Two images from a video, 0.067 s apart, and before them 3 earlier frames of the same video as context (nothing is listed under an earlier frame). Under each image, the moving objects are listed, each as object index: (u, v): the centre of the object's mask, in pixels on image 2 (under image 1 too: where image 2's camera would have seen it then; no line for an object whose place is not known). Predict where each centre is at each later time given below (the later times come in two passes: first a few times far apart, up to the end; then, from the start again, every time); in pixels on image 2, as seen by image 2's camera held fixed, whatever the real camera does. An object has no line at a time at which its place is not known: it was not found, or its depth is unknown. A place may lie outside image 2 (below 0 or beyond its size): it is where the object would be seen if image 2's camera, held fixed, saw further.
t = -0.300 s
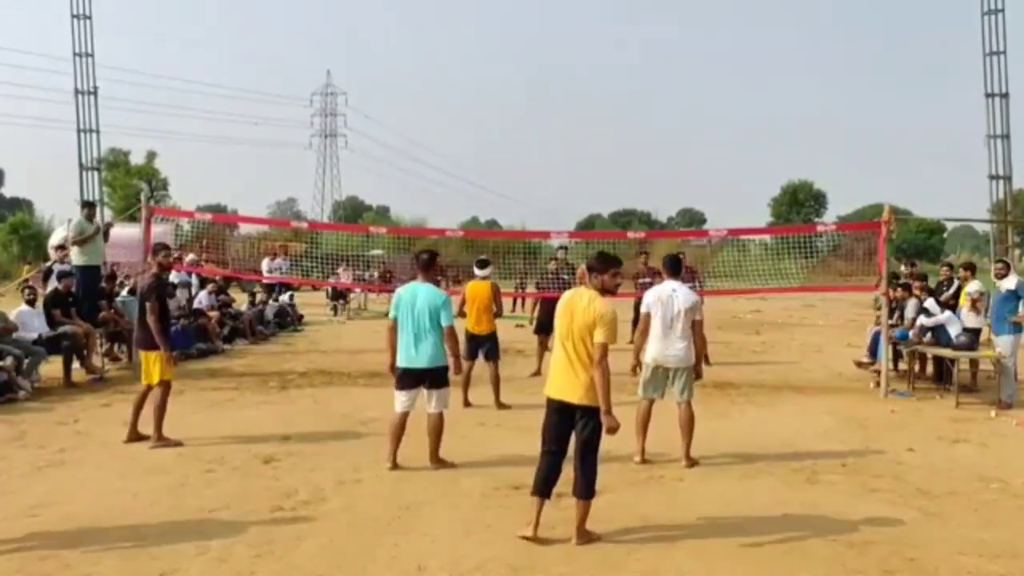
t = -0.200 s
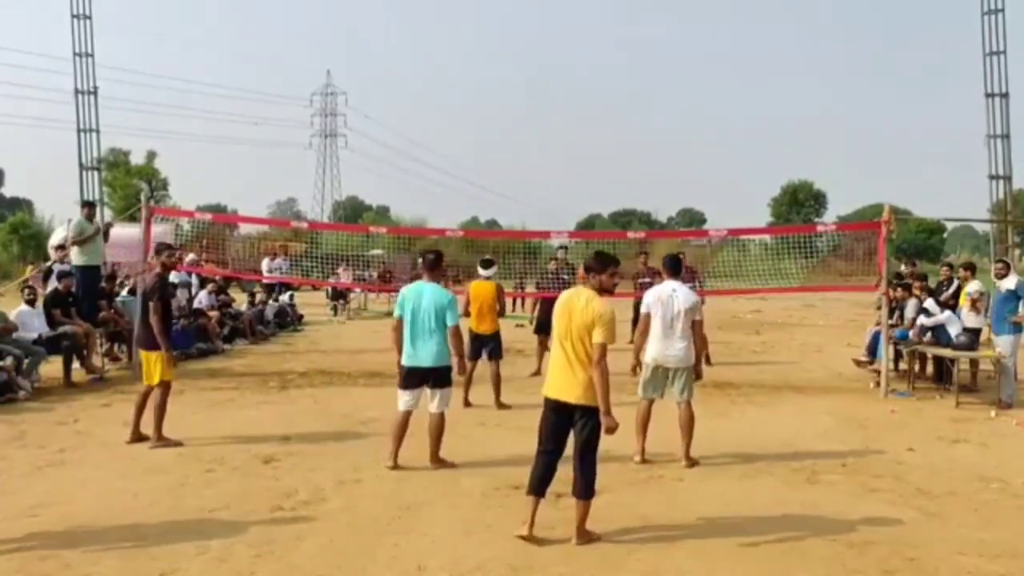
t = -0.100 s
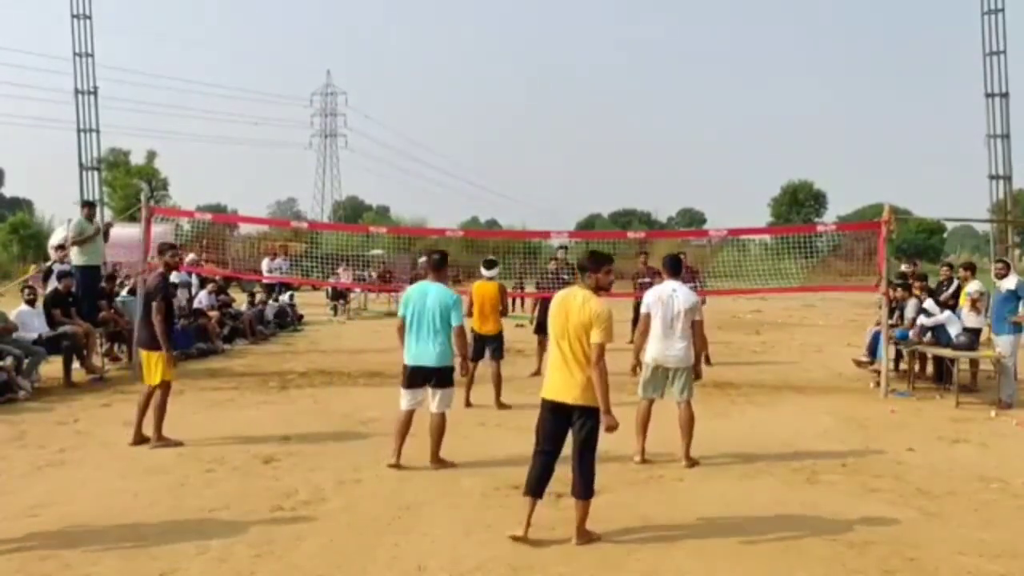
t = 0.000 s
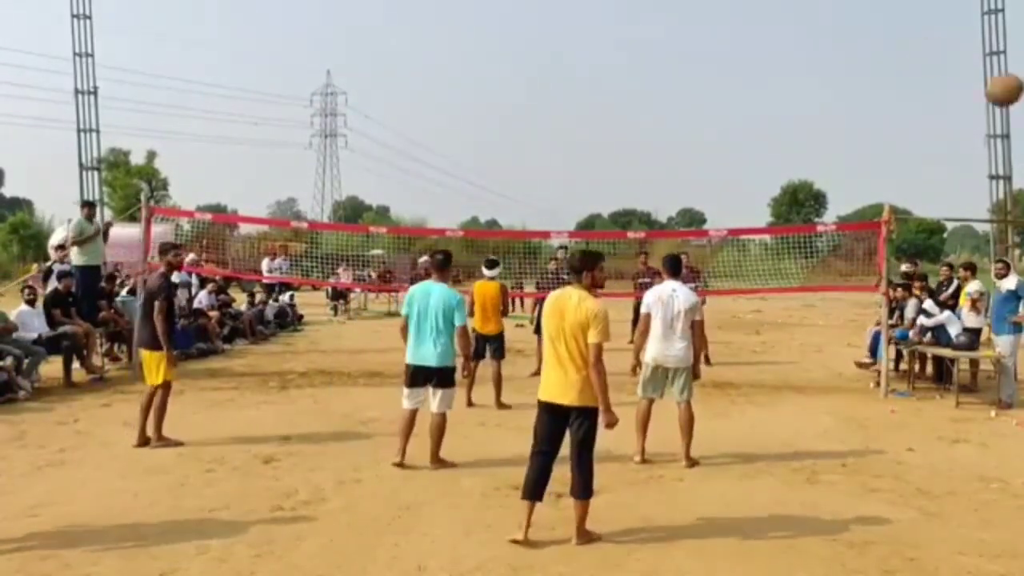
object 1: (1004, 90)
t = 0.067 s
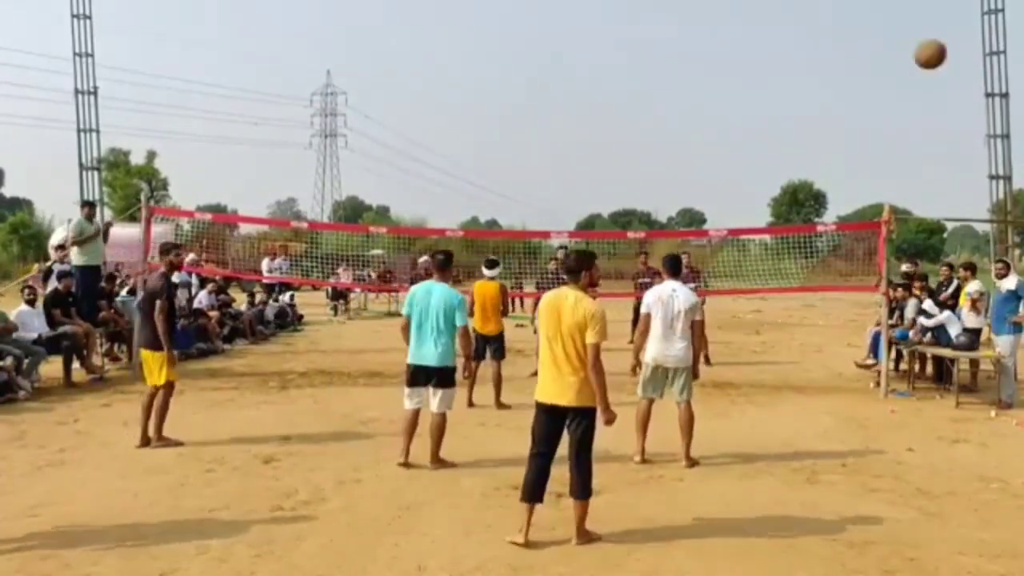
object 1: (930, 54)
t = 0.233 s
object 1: (808, 24)
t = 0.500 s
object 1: (704, 52)
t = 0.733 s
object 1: (654, 108)
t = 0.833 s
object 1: (638, 137)
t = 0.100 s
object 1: (900, 42)
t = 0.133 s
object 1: (873, 34)
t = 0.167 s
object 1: (849, 28)
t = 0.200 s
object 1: (828, 25)
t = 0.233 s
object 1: (808, 24)
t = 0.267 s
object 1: (791, 24)
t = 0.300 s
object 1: (775, 25)
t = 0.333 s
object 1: (760, 27)
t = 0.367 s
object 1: (747, 31)
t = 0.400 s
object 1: (735, 35)
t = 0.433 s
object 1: (724, 40)
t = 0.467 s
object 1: (714, 46)
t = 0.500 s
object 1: (704, 52)
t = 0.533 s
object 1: (696, 59)
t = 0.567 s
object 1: (687, 66)
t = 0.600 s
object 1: (680, 73)
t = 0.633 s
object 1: (673, 81)
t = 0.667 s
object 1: (666, 90)
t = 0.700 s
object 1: (660, 98)
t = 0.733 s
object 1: (654, 108)
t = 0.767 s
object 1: (648, 117)
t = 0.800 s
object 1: (643, 127)
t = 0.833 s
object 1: (638, 137)
